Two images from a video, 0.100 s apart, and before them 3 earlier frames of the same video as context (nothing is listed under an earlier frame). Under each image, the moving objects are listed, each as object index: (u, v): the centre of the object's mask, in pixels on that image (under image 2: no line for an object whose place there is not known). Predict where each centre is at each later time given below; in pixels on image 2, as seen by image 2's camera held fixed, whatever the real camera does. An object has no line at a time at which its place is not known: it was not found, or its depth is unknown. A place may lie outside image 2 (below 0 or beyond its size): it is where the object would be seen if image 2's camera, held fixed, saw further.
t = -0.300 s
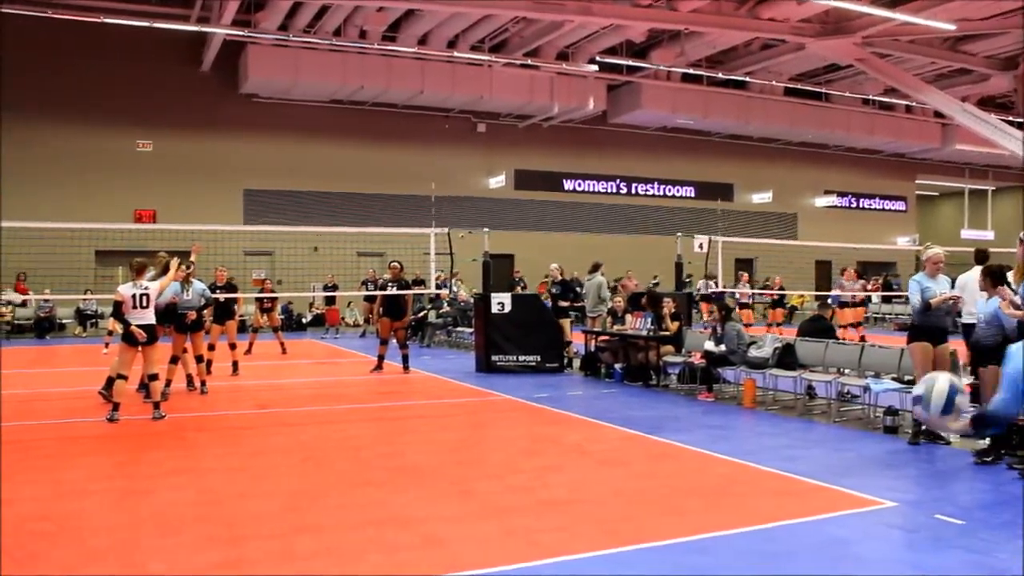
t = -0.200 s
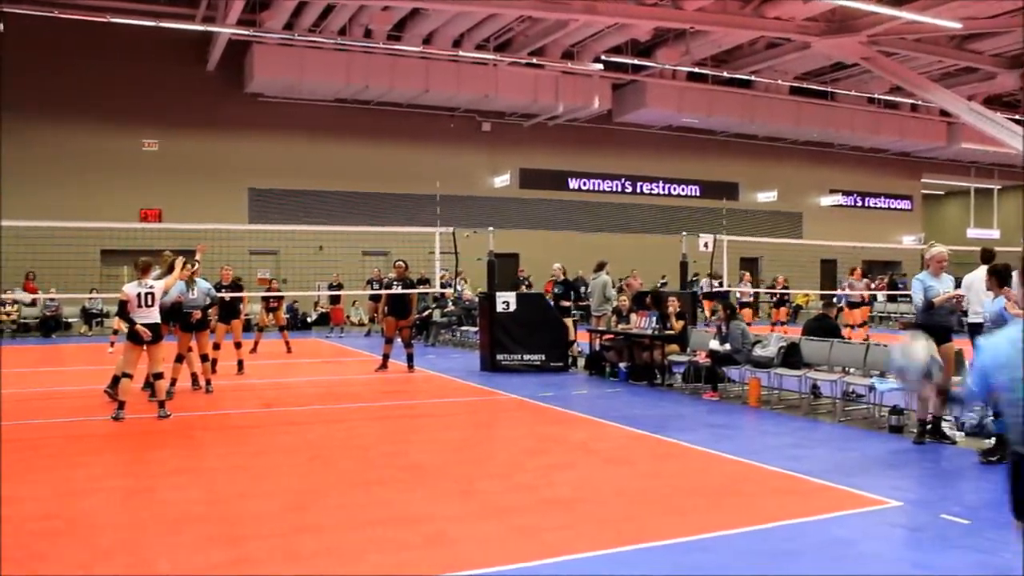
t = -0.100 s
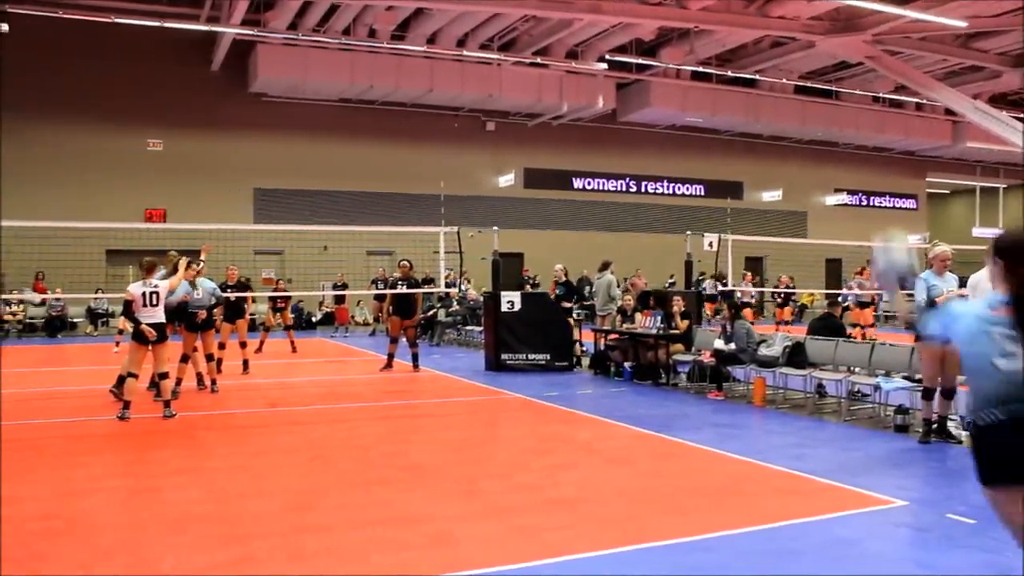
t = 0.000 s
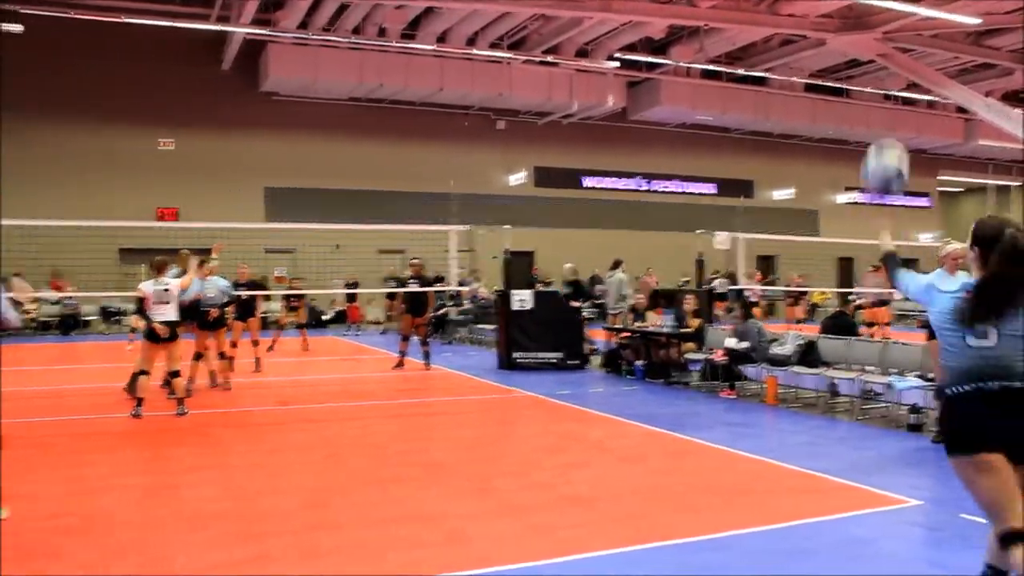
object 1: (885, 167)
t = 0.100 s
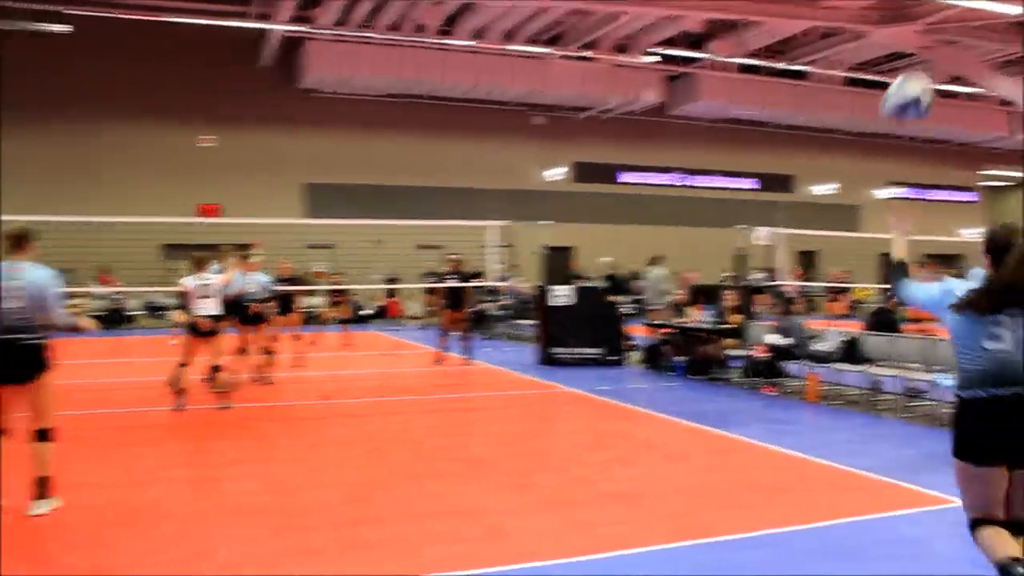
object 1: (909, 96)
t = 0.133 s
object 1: (899, 81)
